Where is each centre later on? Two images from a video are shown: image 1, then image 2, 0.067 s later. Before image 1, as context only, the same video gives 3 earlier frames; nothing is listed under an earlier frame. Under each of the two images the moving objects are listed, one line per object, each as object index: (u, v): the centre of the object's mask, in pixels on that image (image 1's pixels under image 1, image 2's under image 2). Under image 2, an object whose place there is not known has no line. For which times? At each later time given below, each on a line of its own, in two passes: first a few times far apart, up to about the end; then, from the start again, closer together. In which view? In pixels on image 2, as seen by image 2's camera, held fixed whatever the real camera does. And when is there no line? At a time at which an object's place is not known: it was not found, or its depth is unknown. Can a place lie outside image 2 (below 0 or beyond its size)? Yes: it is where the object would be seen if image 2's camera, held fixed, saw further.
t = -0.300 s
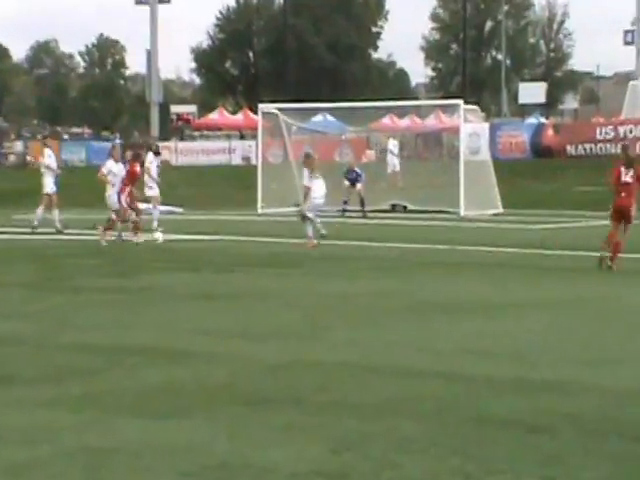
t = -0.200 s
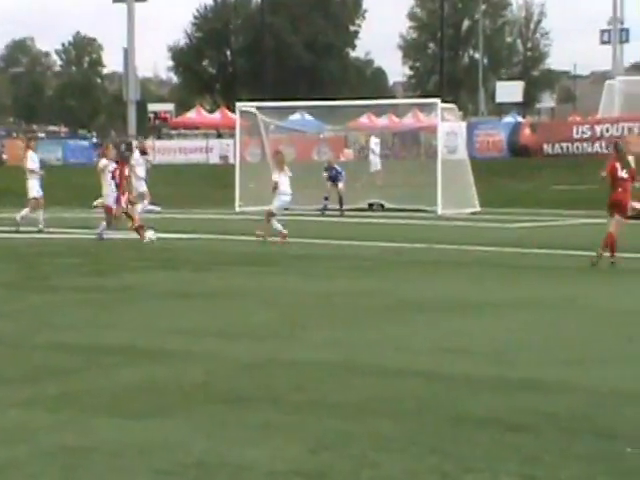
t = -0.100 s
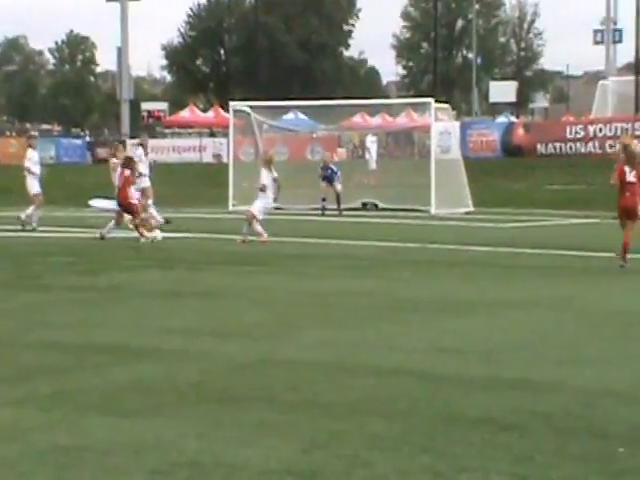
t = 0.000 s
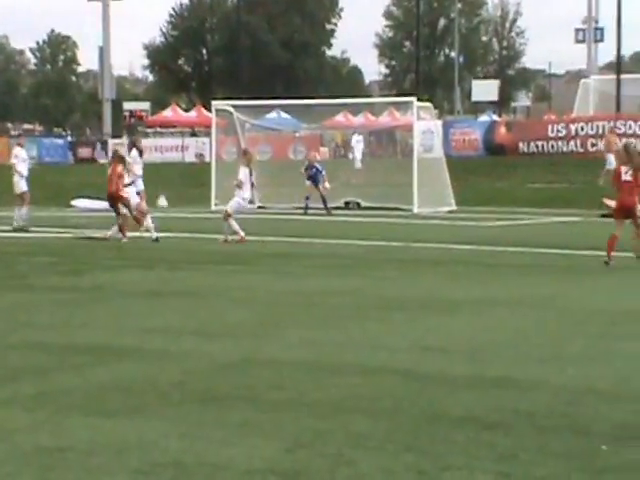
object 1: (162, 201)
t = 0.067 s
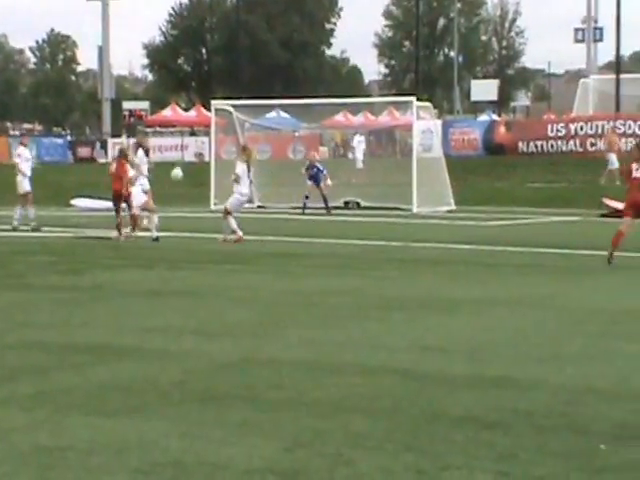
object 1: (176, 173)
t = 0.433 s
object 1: (255, 79)
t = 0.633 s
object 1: (291, 72)
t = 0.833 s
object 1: (329, 90)
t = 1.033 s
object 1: (364, 134)
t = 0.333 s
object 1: (237, 95)
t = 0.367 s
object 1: (244, 89)
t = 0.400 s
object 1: (250, 83)
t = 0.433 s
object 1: (255, 79)
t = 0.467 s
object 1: (262, 76)
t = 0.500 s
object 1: (268, 73)
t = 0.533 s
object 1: (275, 72)
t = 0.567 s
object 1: (281, 70)
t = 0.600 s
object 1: (287, 70)
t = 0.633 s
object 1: (291, 72)
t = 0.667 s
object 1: (298, 74)
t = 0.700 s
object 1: (305, 76)
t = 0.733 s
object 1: (311, 77)
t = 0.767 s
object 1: (318, 82)
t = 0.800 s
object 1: (325, 86)
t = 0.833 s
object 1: (329, 90)
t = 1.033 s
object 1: (364, 134)
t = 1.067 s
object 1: (370, 142)
